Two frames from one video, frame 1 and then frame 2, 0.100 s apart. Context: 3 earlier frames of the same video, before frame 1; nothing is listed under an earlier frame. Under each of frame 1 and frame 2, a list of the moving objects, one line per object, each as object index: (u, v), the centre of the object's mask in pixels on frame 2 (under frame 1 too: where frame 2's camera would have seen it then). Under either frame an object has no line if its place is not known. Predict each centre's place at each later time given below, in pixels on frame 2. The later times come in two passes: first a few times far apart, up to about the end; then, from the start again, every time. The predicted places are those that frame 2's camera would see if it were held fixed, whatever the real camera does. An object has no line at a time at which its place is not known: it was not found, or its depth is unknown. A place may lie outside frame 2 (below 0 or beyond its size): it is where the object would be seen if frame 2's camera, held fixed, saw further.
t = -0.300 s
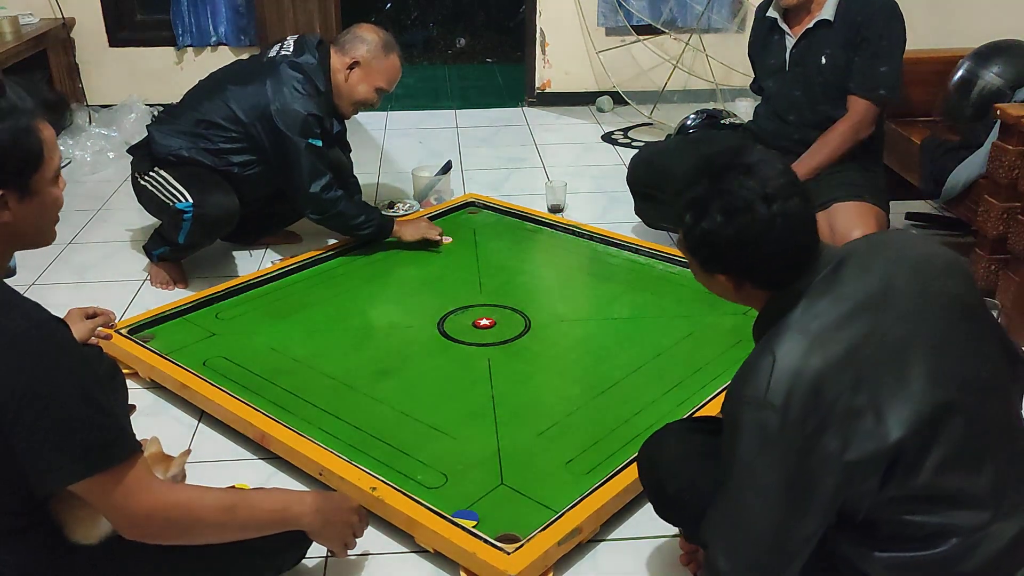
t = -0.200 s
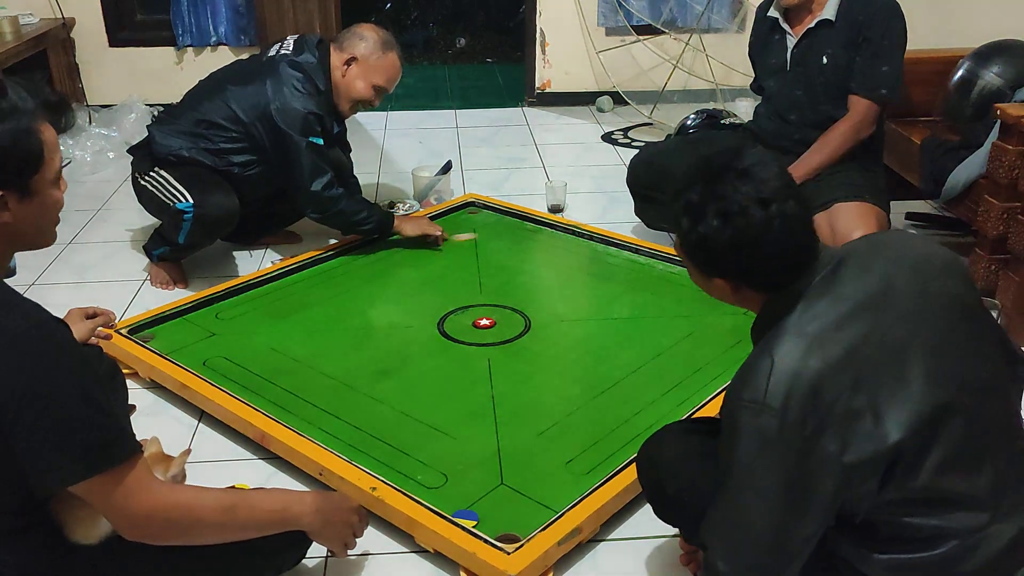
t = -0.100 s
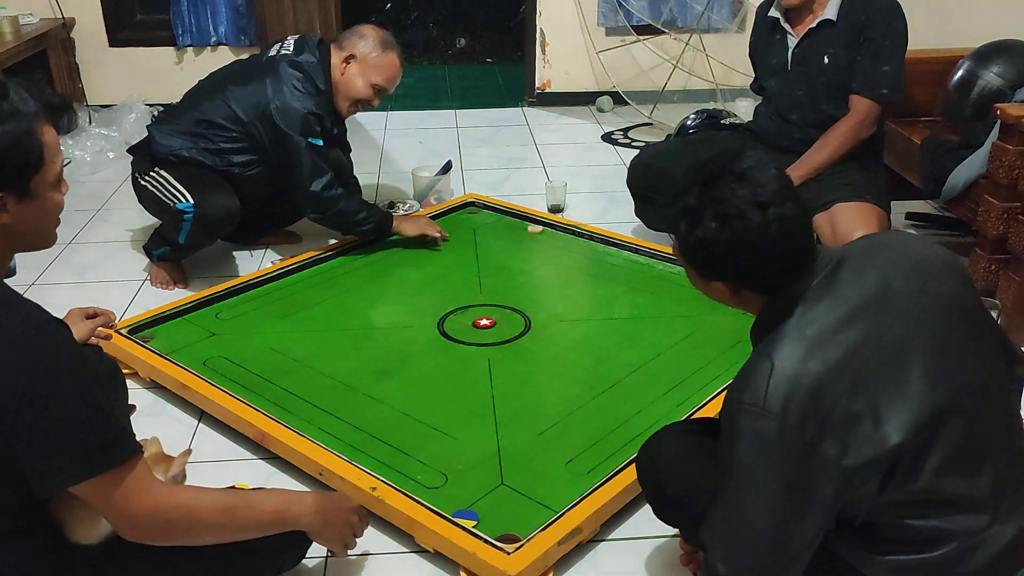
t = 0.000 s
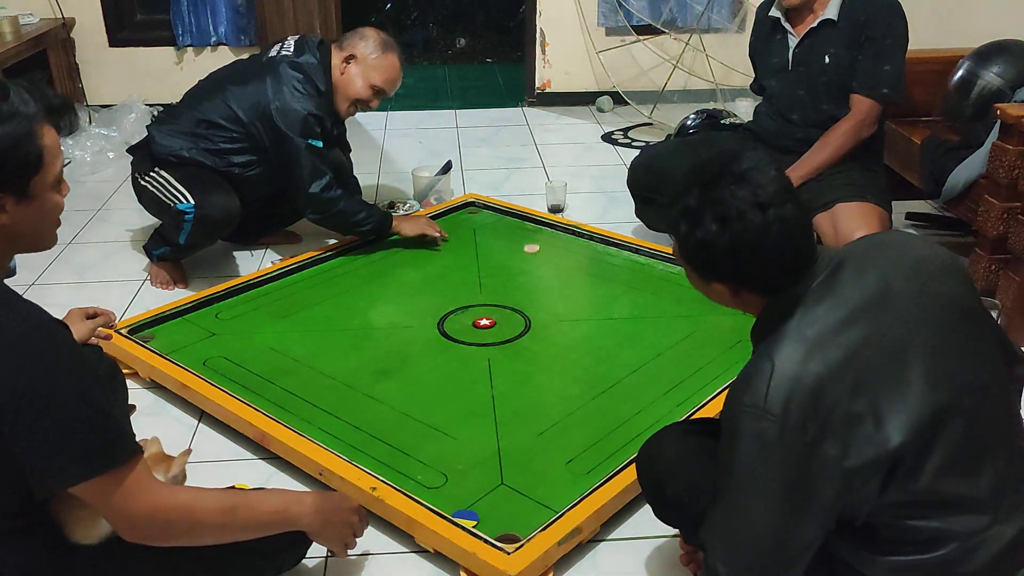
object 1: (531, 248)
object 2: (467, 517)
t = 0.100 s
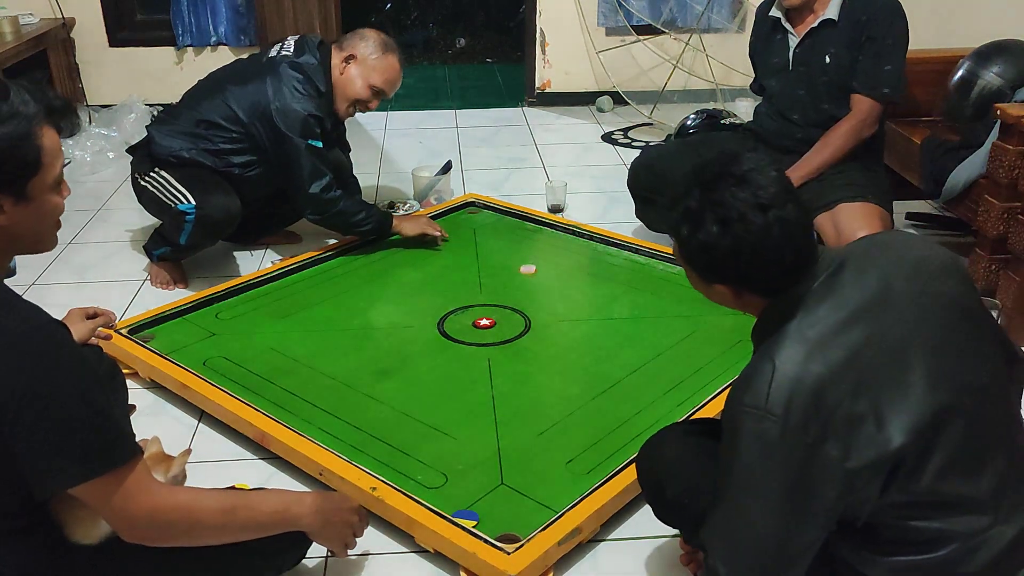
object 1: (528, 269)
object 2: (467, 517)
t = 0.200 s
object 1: (524, 292)
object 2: (467, 517)
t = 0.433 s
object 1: (513, 357)
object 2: (467, 517)
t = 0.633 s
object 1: (501, 428)
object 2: (467, 517)
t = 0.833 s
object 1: (498, 514)
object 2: (466, 517)
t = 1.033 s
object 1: (494, 514)
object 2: (458, 508)
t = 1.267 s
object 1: (493, 506)
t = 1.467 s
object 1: (491, 503)
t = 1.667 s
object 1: (489, 502)
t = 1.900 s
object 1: (488, 503)
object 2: (317, 425)
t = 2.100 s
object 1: (489, 504)
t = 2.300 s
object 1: (489, 506)
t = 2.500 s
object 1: (489, 507)
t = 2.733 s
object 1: (489, 508)
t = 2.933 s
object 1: (489, 508)
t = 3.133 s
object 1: (489, 508)
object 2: (221, 377)
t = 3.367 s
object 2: (215, 374)
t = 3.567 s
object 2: (212, 371)
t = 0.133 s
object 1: (526, 277)
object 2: (466, 517)
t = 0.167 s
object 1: (525, 285)
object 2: (467, 517)
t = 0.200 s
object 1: (524, 292)
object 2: (467, 517)
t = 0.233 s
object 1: (523, 301)
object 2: (467, 517)
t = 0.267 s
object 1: (521, 309)
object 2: (467, 517)
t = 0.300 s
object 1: (519, 318)
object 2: (467, 517)
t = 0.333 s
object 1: (518, 328)
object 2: (467, 517)
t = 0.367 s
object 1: (517, 337)
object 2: (467, 517)
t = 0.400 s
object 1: (515, 347)
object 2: (467, 517)
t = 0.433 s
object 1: (513, 357)
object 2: (467, 517)
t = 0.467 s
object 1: (511, 367)
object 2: (467, 517)
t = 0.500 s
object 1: (509, 379)
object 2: (467, 517)
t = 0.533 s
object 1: (507, 390)
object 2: (467, 517)
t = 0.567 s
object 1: (505, 402)
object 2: (466, 517)
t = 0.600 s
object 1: (503, 415)
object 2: (467, 517)
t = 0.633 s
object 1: (501, 428)
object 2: (467, 517)
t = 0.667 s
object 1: (498, 442)
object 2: (467, 517)
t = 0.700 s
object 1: (496, 456)
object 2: (466, 517)
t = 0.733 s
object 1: (494, 470)
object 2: (466, 517)
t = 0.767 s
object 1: (491, 486)
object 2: (466, 517)
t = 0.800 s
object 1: (488, 503)
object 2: (466, 517)
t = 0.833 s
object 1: (498, 514)
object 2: (466, 517)
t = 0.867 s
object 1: (516, 522)
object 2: (466, 515)
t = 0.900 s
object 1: (526, 526)
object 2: (466, 514)
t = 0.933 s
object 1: (516, 523)
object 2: (466, 513)
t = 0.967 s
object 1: (505, 519)
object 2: (466, 512)
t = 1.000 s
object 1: (495, 516)
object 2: (466, 511)
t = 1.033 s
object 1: (494, 514)
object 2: (458, 508)
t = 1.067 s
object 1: (494, 512)
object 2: (449, 505)
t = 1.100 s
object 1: (494, 511)
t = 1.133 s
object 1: (494, 510)
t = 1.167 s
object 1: (494, 509)
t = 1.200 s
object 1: (493, 508)
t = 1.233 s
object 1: (493, 507)
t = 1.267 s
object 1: (493, 506)
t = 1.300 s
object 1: (492, 505)
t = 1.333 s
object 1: (492, 505)
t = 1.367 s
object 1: (492, 504)
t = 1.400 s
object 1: (491, 504)
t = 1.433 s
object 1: (491, 503)
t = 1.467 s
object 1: (491, 503)
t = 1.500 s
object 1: (490, 503)
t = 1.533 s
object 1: (490, 502)
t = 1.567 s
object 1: (490, 502)
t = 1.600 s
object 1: (490, 502)
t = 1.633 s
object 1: (490, 502)
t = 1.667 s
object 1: (489, 502)
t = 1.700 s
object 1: (489, 502)
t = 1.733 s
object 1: (489, 502)
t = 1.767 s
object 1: (489, 502)
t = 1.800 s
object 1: (489, 502)
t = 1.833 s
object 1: (489, 502)
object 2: (326, 430)
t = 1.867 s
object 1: (488, 503)
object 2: (321, 428)
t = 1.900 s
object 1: (488, 503)
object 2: (317, 425)
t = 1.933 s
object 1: (488, 503)
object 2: (313, 423)
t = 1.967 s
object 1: (489, 503)
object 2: (308, 421)
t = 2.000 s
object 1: (489, 504)
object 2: (304, 419)
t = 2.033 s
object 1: (489, 504)
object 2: (300, 417)
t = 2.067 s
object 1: (489, 504)
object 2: (296, 415)
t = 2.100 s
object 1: (489, 504)
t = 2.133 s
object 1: (489, 505)
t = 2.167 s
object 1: (489, 505)
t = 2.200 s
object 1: (489, 505)
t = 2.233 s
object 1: (489, 505)
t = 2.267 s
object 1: (489, 505)
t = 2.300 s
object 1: (489, 506)
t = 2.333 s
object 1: (489, 506)
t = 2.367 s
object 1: (489, 506)
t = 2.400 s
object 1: (489, 506)
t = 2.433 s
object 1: (489, 507)
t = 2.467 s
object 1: (489, 507)
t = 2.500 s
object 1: (489, 507)
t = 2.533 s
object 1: (489, 507)
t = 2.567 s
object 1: (489, 507)
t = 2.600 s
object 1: (489, 508)
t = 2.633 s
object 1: (489, 508)
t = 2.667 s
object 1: (489, 508)
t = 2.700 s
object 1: (489, 508)
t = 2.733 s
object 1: (489, 508)
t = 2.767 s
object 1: (489, 508)
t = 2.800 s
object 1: (489, 508)
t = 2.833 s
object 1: (489, 508)
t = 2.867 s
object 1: (489, 508)
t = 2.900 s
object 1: (489, 508)
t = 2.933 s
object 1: (489, 508)
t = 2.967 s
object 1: (489, 508)
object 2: (225, 381)
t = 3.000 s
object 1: (489, 508)
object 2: (224, 380)
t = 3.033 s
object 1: (489, 508)
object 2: (223, 379)
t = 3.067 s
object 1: (489, 508)
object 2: (222, 379)
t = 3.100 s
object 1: (489, 508)
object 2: (221, 378)
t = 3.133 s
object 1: (489, 508)
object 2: (221, 377)
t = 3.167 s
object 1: (489, 508)
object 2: (220, 377)
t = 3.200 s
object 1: (489, 508)
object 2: (219, 376)
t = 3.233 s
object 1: (489, 508)
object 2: (218, 376)
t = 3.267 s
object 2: (217, 375)
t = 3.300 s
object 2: (217, 374)
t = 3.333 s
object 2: (216, 374)
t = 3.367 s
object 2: (215, 374)
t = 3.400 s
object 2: (215, 373)
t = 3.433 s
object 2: (214, 373)
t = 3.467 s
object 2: (213, 372)
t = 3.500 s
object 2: (213, 372)
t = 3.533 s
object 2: (212, 372)
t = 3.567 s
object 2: (212, 371)
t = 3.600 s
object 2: (211, 371)
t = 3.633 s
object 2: (211, 371)
